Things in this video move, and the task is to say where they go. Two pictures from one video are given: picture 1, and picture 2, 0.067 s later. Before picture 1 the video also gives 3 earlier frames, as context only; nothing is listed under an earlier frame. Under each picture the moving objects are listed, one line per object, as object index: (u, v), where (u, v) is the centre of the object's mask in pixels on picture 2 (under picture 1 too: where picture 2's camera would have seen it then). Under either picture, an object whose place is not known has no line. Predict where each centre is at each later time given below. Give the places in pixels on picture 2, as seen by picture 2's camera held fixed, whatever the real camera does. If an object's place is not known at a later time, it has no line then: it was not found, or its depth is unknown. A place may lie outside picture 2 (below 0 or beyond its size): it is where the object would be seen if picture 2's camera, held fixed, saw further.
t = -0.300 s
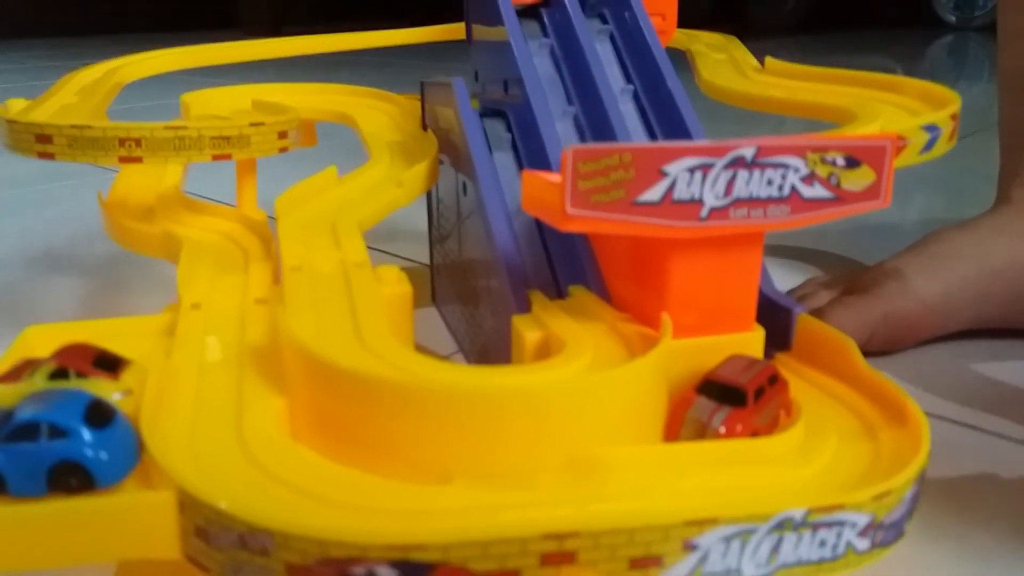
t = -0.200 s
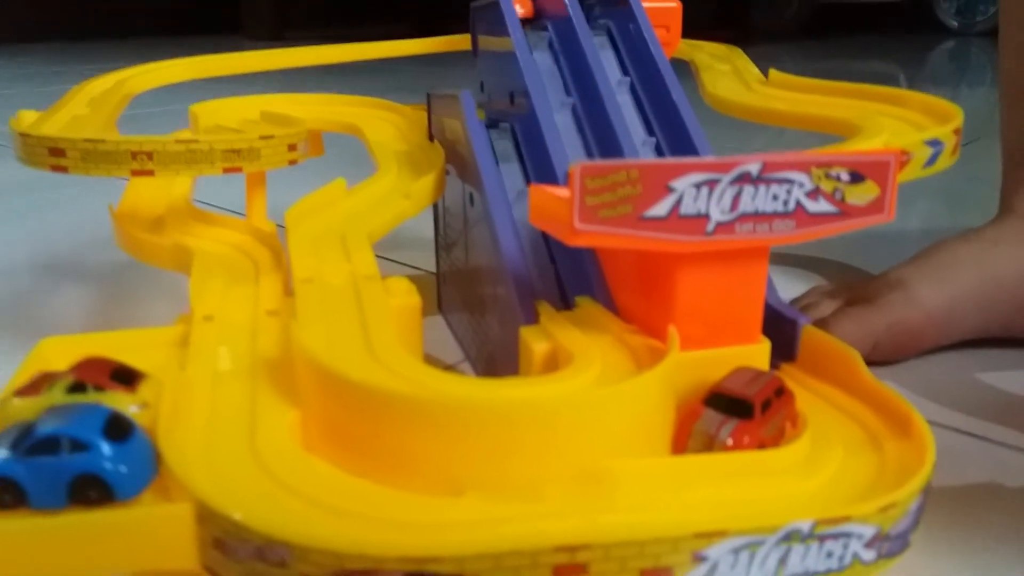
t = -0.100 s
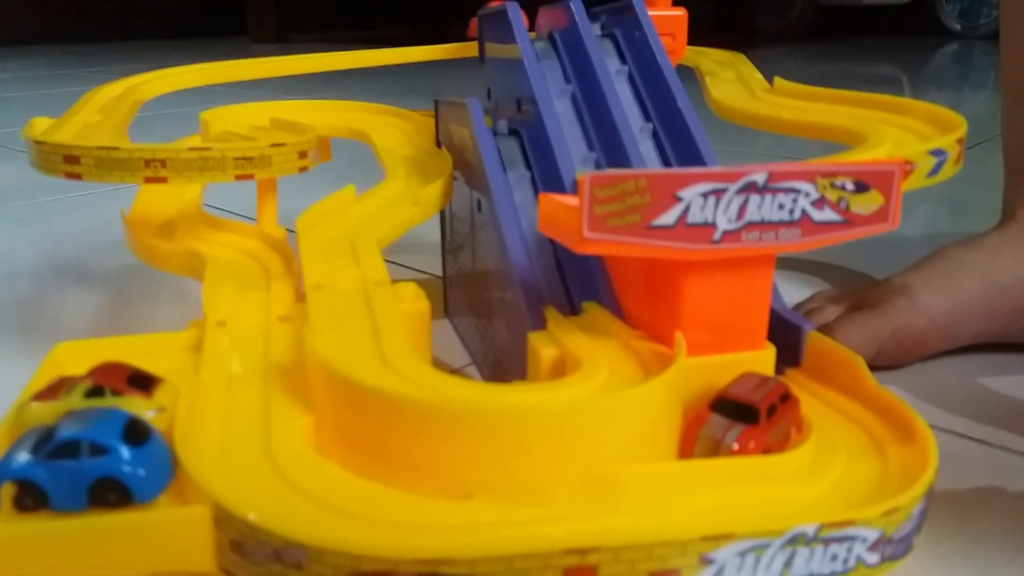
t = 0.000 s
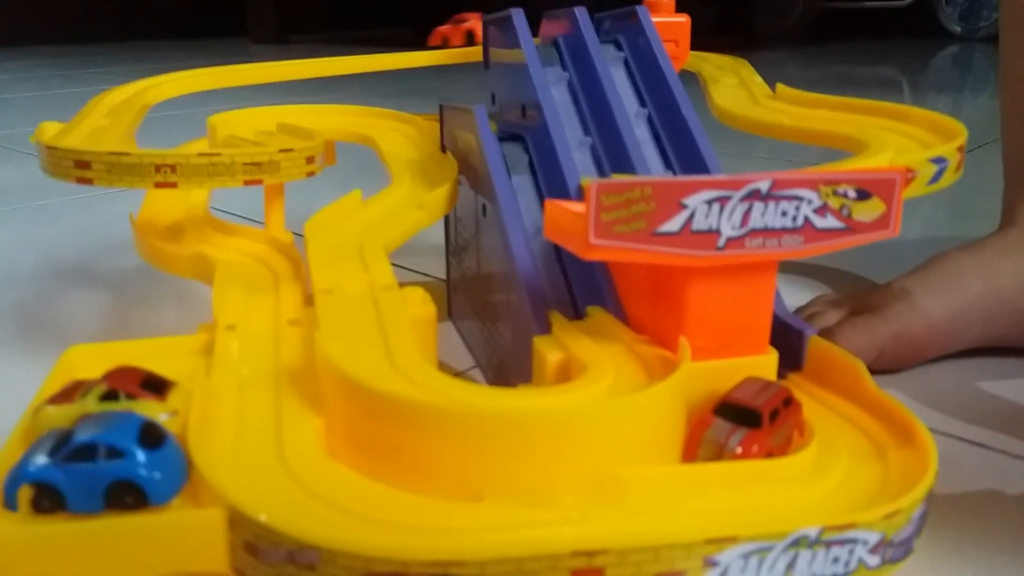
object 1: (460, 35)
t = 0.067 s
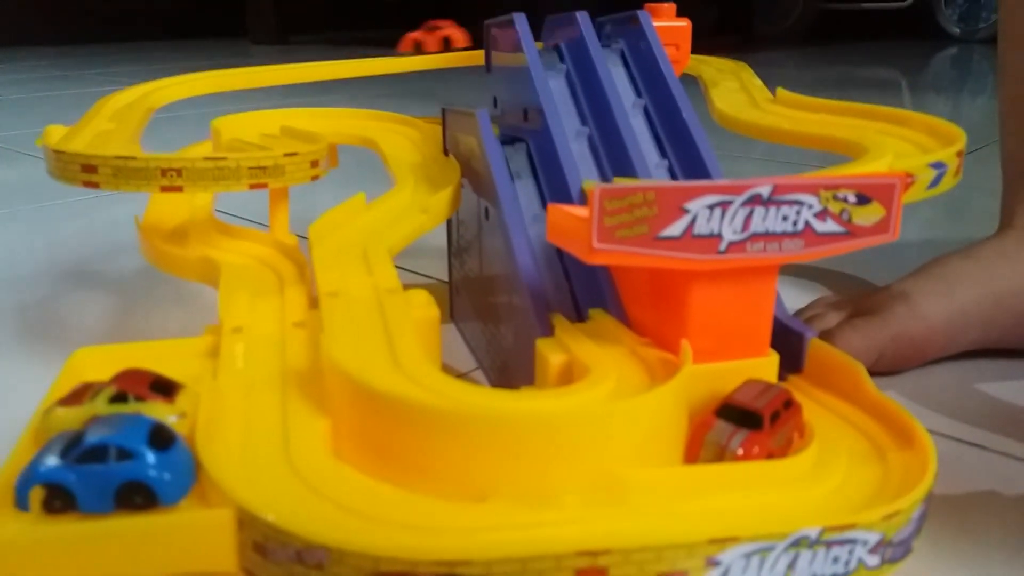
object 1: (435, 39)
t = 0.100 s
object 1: (418, 41)
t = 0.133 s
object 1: (400, 43)
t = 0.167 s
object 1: (382, 44)
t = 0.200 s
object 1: (362, 46)
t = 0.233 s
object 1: (342, 48)
